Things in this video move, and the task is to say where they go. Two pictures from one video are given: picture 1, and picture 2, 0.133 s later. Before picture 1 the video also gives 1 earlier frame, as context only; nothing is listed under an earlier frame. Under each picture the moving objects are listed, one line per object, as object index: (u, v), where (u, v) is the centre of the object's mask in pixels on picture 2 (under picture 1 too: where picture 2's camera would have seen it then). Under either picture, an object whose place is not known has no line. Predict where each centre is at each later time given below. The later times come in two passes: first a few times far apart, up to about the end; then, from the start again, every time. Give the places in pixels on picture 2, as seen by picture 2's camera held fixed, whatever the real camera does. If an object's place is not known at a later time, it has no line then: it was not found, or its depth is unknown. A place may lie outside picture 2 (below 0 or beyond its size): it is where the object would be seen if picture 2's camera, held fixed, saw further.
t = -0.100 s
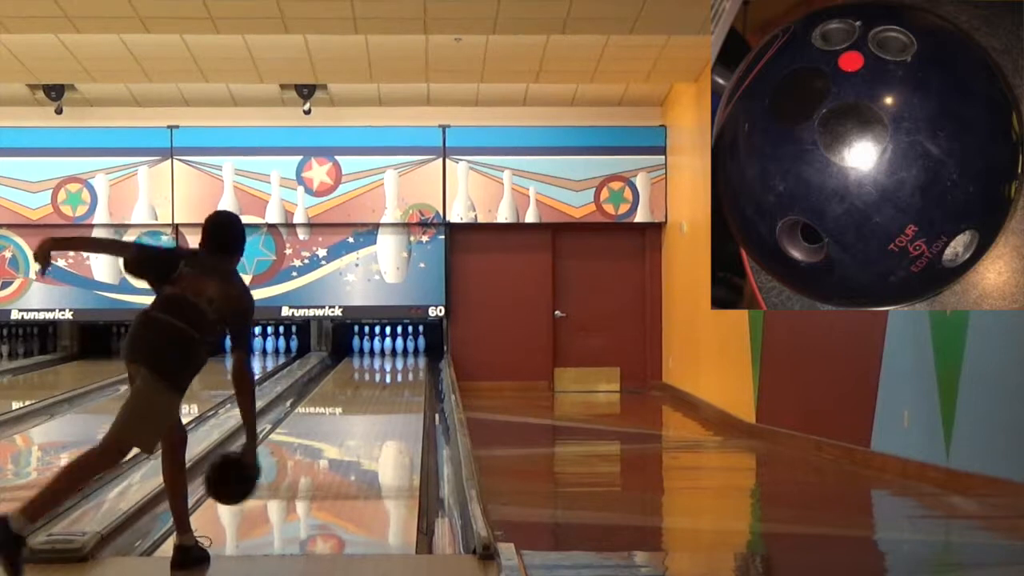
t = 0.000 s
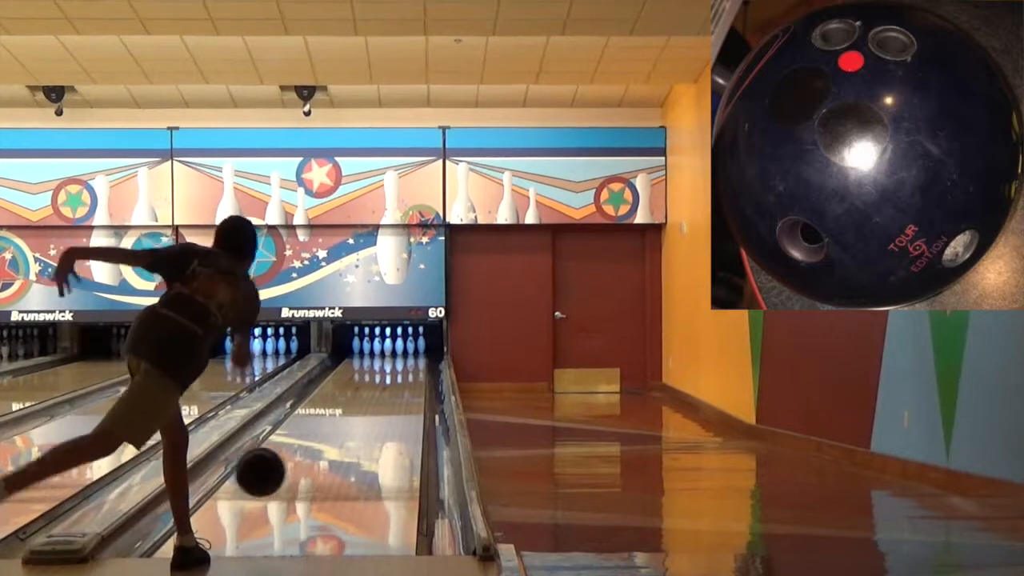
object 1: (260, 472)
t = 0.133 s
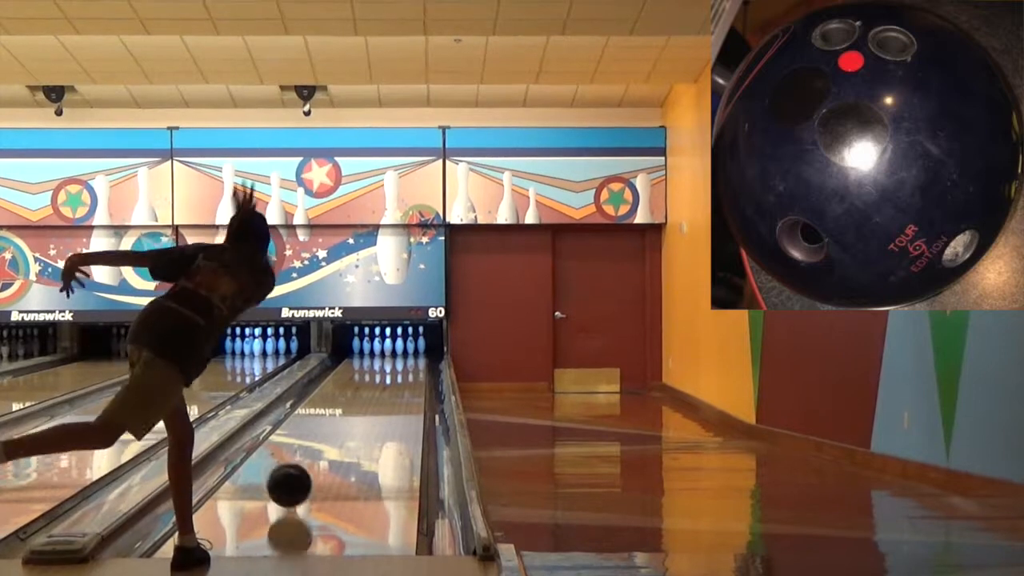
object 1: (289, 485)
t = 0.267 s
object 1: (312, 467)
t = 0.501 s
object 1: (343, 440)
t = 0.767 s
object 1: (370, 417)
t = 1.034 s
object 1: (389, 400)
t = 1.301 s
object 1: (403, 386)
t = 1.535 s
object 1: (411, 377)
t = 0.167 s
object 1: (295, 481)
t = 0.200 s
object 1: (301, 474)
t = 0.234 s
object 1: (307, 469)
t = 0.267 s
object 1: (312, 467)
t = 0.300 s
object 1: (317, 464)
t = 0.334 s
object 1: (322, 459)
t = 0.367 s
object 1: (327, 455)
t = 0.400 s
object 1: (331, 451)
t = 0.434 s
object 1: (336, 447)
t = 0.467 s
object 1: (339, 443)
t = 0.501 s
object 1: (343, 440)
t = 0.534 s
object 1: (347, 437)
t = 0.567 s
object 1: (351, 433)
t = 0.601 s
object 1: (354, 430)
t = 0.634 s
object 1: (357, 427)
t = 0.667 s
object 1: (361, 425)
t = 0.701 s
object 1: (364, 422)
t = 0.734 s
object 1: (367, 420)
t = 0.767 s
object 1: (370, 417)
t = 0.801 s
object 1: (372, 415)
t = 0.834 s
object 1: (375, 413)
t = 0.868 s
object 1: (377, 410)
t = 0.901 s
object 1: (380, 408)
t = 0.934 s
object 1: (382, 406)
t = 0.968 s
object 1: (384, 404)
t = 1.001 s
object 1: (387, 402)
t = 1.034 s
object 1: (389, 400)
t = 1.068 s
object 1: (391, 398)
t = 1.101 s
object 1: (393, 397)
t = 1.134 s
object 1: (395, 395)
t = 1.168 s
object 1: (396, 393)
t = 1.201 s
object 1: (398, 391)
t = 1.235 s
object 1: (400, 389)
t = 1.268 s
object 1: (401, 388)
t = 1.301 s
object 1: (403, 386)
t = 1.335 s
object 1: (404, 385)
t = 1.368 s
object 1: (406, 384)
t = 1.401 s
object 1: (407, 382)
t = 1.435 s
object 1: (408, 381)
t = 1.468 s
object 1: (409, 379)
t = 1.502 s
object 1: (410, 378)
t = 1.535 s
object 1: (411, 377)
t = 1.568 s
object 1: (412, 375)
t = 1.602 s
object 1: (413, 374)
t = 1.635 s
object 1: (413, 373)
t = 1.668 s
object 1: (414, 372)
